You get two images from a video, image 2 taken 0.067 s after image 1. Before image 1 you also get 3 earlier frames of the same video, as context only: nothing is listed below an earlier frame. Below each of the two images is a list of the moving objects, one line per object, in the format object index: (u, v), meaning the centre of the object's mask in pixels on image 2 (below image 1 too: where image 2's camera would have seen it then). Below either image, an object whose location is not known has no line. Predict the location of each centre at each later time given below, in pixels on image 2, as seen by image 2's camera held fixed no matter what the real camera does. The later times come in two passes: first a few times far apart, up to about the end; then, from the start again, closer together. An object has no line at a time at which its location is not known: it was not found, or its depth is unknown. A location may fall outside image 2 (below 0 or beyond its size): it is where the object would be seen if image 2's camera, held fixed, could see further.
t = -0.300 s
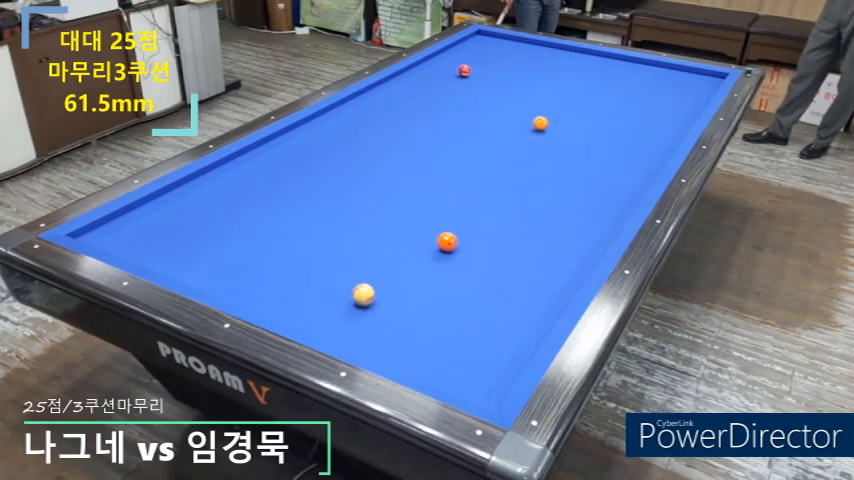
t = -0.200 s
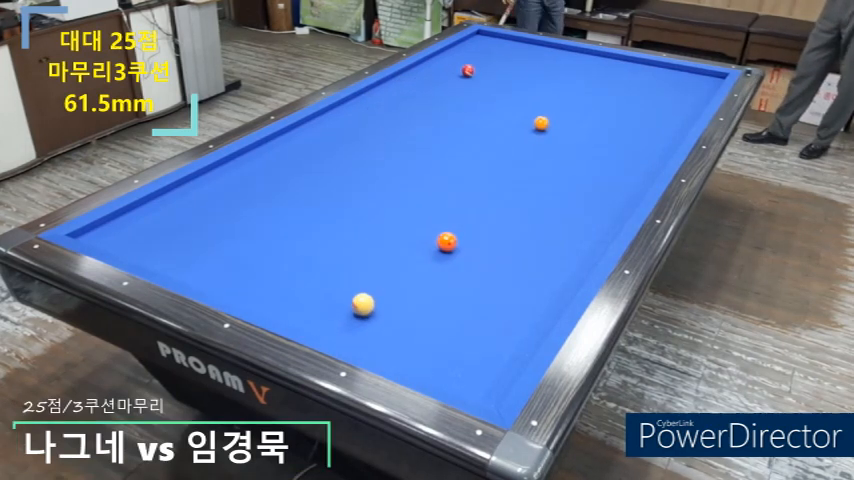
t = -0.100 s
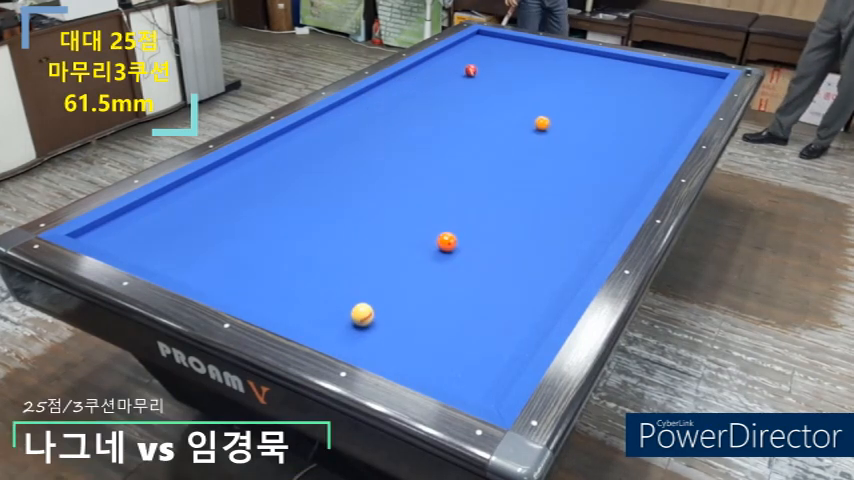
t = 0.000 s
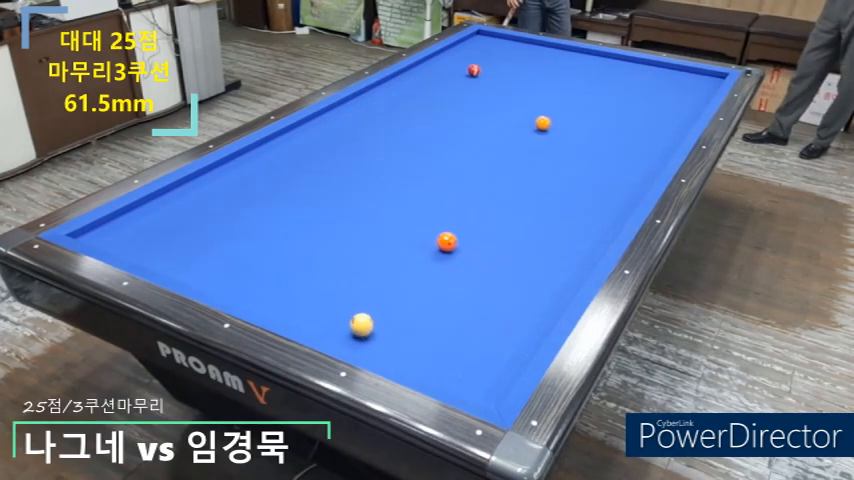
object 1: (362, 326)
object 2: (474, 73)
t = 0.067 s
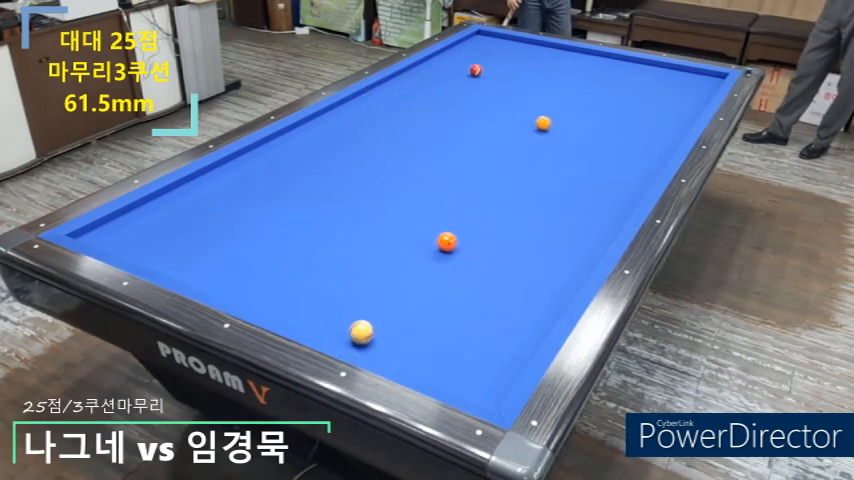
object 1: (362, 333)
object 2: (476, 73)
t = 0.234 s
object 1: (367, 345)
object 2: (480, 72)
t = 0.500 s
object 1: (397, 342)
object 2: (487, 71)
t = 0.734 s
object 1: (422, 338)
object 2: (493, 70)
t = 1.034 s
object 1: (452, 334)
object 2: (500, 69)
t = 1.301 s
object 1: (478, 330)
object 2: (505, 68)
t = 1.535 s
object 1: (499, 327)
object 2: (509, 68)
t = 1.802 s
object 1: (522, 324)
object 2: (514, 68)
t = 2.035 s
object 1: (541, 321)
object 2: (517, 68)
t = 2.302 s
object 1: (543, 314)
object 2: (520, 68)
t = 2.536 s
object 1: (540, 308)
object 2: (522, 67)
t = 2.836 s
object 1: (536, 300)
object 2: (524, 67)
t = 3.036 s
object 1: (534, 295)
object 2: (525, 67)
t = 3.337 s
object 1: (531, 289)
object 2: (526, 67)
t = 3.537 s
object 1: (530, 285)
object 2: (526, 67)
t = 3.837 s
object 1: (528, 280)
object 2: (526, 67)
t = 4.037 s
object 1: (527, 278)
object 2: (526, 67)
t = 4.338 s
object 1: (526, 275)
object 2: (526, 67)
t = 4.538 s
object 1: (525, 273)
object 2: (526, 67)
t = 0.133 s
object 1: (361, 340)
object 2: (478, 73)
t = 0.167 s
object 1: (362, 342)
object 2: (479, 73)
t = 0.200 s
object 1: (362, 345)
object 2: (480, 73)
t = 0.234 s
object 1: (367, 345)
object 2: (480, 72)
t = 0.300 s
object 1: (374, 345)
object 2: (482, 72)
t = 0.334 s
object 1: (378, 345)
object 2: (483, 72)
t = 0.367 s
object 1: (381, 344)
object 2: (484, 72)
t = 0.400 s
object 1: (385, 343)
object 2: (485, 72)
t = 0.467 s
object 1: (393, 342)
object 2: (487, 72)
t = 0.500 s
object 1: (397, 342)
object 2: (487, 71)
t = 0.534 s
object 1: (401, 341)
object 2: (488, 71)
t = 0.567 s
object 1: (404, 341)
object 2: (489, 71)
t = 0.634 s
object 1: (411, 339)
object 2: (491, 70)
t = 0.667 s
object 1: (415, 339)
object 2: (492, 70)
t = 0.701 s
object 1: (419, 339)
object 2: (492, 70)
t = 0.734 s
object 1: (422, 338)
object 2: (493, 70)
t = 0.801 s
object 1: (429, 337)
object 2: (495, 69)
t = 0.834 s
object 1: (432, 337)
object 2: (495, 69)
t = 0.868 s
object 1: (436, 336)
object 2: (496, 69)
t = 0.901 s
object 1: (439, 336)
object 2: (497, 69)
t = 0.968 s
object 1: (446, 335)
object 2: (499, 69)
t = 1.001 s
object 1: (449, 334)
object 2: (499, 69)
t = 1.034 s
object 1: (452, 334)
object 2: (500, 69)
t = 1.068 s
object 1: (456, 333)
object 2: (500, 69)
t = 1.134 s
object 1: (462, 332)
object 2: (502, 69)
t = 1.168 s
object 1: (466, 332)
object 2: (503, 69)
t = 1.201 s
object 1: (469, 331)
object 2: (503, 69)
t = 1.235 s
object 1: (472, 331)
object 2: (504, 68)
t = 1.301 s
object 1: (478, 330)
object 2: (505, 68)
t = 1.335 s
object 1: (481, 330)
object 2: (506, 68)
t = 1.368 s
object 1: (485, 329)
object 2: (506, 68)
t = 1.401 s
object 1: (488, 329)
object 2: (507, 68)
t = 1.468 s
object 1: (493, 328)
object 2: (508, 68)
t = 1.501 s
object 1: (496, 327)
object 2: (509, 68)
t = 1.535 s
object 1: (499, 327)
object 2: (509, 68)
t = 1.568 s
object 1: (502, 327)
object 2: (510, 68)
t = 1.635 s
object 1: (508, 326)
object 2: (511, 68)
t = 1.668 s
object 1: (511, 326)
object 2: (511, 68)
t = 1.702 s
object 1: (514, 325)
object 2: (512, 68)
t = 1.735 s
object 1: (516, 325)
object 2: (512, 68)
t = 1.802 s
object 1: (522, 324)
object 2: (514, 68)
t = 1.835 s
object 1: (525, 323)
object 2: (514, 68)
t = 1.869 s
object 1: (527, 323)
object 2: (515, 68)
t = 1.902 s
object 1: (530, 323)
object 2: (515, 68)
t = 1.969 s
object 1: (535, 322)
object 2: (516, 68)
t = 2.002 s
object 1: (538, 322)
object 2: (516, 68)
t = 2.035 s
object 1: (541, 321)
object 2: (517, 68)
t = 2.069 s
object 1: (543, 321)
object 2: (517, 68)
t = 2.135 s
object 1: (545, 319)
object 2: (518, 68)
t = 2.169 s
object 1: (545, 318)
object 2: (519, 68)
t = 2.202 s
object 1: (544, 317)
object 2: (519, 68)
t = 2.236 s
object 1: (544, 317)
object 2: (519, 68)
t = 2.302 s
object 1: (543, 314)
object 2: (520, 68)
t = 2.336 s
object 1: (542, 313)
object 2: (521, 68)
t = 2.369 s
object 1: (542, 312)
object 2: (521, 68)
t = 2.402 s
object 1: (541, 311)
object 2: (521, 68)
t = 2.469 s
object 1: (540, 309)
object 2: (522, 68)
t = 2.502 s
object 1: (540, 309)
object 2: (522, 68)
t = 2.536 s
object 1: (540, 308)
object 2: (522, 67)
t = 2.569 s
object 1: (539, 306)
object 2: (523, 67)
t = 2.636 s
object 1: (538, 305)
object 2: (523, 68)
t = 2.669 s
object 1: (538, 304)
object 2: (523, 67)
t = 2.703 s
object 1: (538, 303)
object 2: (523, 67)
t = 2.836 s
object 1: (536, 300)
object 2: (524, 67)
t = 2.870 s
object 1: (536, 299)
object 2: (524, 67)
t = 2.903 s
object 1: (535, 298)
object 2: (525, 67)
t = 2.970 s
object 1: (535, 297)
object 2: (525, 67)
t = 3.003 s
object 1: (535, 296)
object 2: (525, 67)
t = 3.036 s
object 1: (534, 295)
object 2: (525, 67)
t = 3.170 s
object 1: (533, 292)
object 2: (526, 67)
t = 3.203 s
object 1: (533, 291)
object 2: (526, 67)
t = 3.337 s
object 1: (531, 289)
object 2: (526, 67)
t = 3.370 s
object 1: (531, 288)
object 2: (526, 67)
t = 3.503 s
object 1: (530, 286)
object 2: (526, 67)
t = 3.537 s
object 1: (530, 285)
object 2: (526, 67)
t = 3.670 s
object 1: (529, 283)
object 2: (526, 67)
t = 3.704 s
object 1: (529, 283)
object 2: (526, 67)
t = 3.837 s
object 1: (528, 280)
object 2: (526, 67)
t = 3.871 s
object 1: (528, 280)
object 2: (526, 67)
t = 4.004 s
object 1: (528, 278)
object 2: (526, 67)
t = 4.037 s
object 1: (527, 278)
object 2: (526, 67)
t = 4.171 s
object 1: (527, 277)
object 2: (526, 67)
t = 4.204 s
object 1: (527, 276)
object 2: (526, 67)
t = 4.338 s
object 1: (526, 275)
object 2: (526, 67)
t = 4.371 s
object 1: (526, 275)
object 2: (526, 67)
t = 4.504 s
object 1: (525, 273)
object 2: (526, 67)
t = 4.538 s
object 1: (525, 273)
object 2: (526, 67)
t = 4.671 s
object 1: (524, 272)
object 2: (526, 67)
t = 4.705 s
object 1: (524, 272)
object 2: (526, 67)
